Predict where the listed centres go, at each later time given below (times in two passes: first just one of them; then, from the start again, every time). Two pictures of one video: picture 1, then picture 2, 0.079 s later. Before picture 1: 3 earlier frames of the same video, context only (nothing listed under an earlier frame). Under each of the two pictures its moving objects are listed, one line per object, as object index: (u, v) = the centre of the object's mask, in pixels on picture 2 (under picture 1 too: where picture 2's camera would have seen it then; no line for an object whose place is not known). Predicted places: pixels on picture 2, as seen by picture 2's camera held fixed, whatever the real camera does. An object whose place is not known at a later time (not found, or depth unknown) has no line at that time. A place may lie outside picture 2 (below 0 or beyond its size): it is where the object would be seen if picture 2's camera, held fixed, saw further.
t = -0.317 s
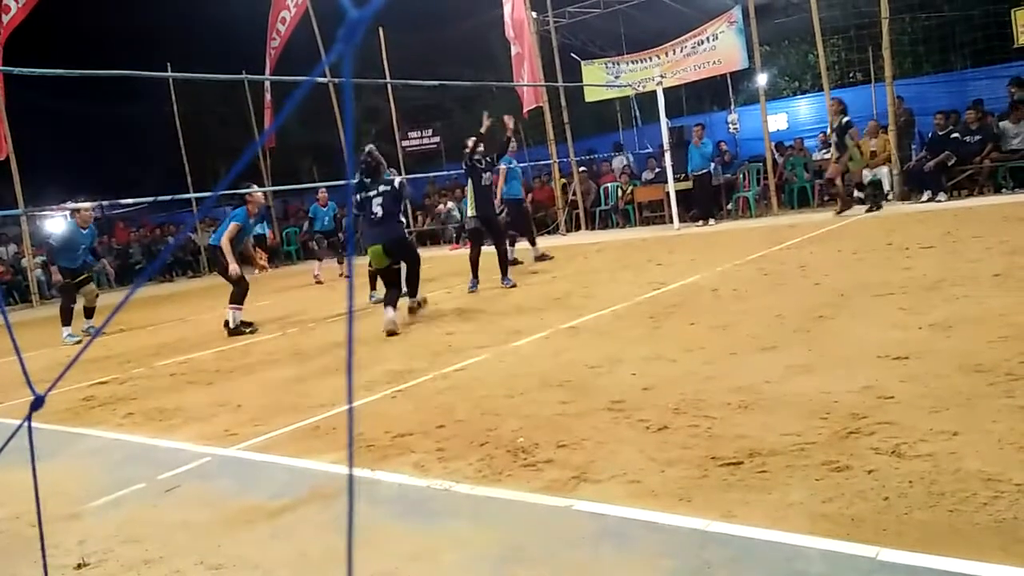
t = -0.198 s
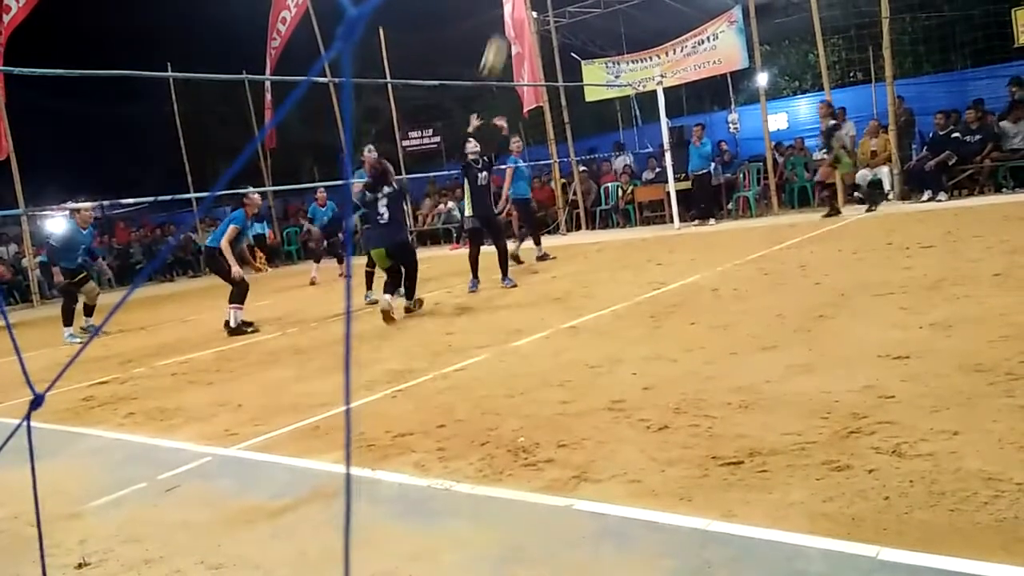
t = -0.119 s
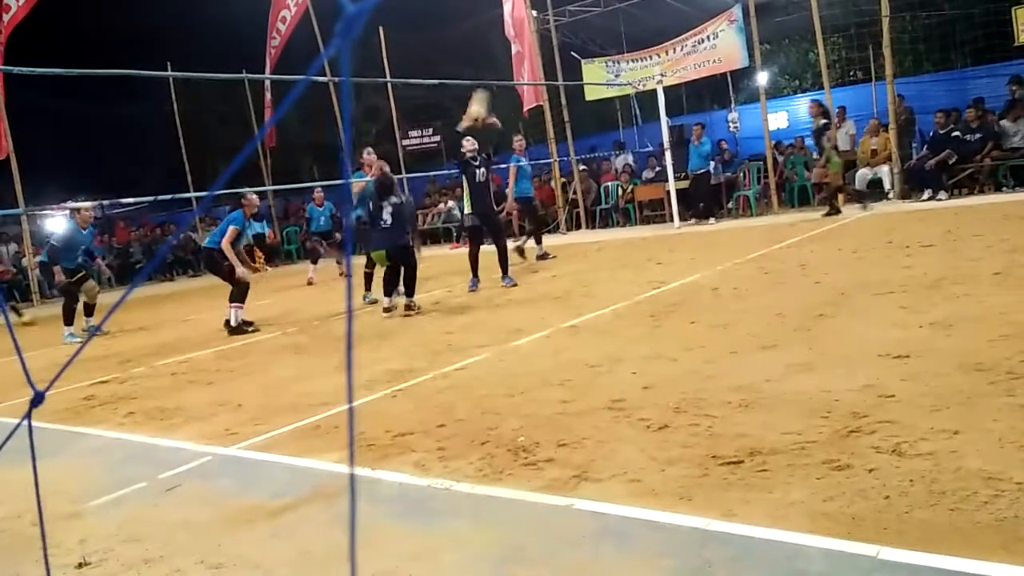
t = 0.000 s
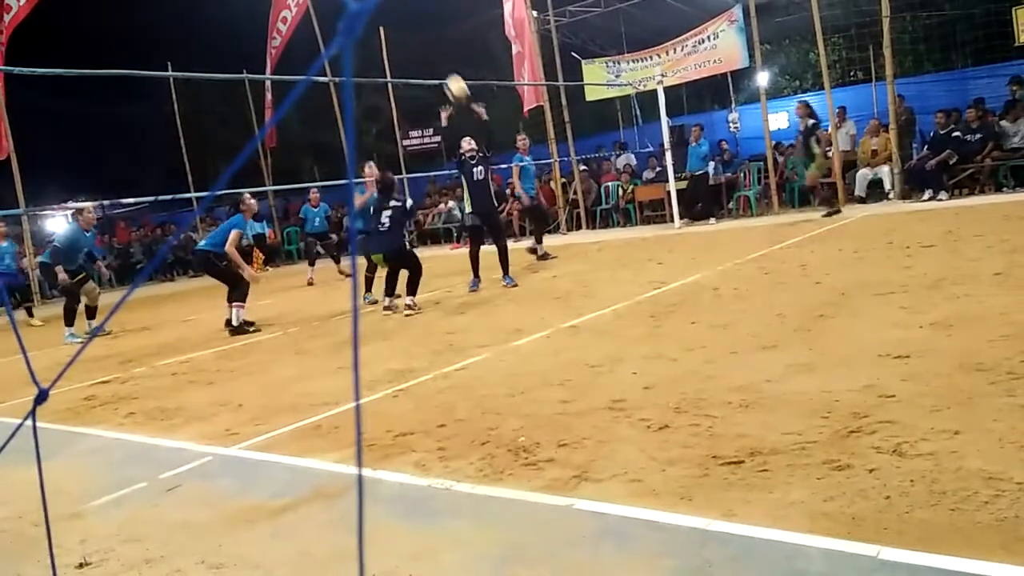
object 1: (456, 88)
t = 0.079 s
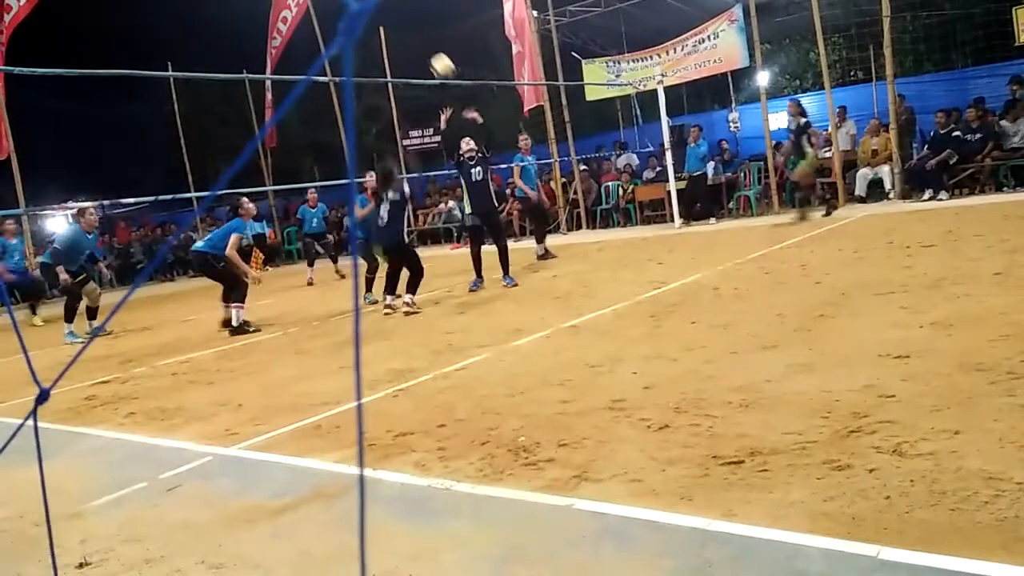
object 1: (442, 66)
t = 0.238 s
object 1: (418, 43)
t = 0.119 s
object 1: (435, 58)
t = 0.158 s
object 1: (429, 51)
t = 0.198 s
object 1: (423, 46)
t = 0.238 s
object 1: (418, 43)
